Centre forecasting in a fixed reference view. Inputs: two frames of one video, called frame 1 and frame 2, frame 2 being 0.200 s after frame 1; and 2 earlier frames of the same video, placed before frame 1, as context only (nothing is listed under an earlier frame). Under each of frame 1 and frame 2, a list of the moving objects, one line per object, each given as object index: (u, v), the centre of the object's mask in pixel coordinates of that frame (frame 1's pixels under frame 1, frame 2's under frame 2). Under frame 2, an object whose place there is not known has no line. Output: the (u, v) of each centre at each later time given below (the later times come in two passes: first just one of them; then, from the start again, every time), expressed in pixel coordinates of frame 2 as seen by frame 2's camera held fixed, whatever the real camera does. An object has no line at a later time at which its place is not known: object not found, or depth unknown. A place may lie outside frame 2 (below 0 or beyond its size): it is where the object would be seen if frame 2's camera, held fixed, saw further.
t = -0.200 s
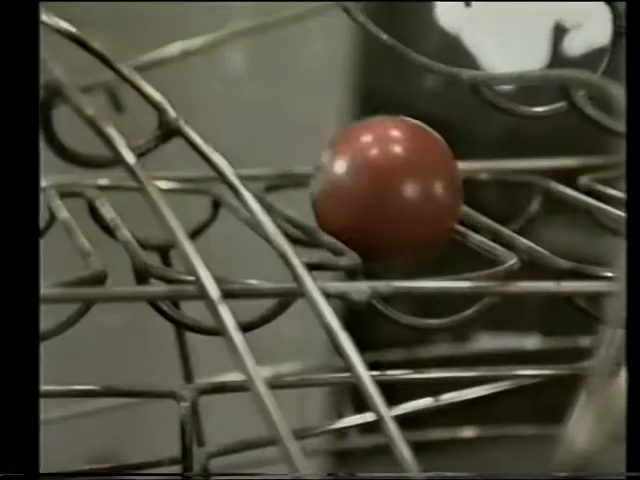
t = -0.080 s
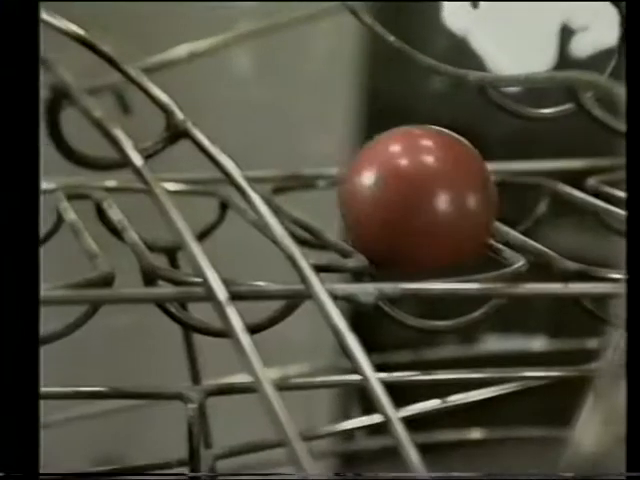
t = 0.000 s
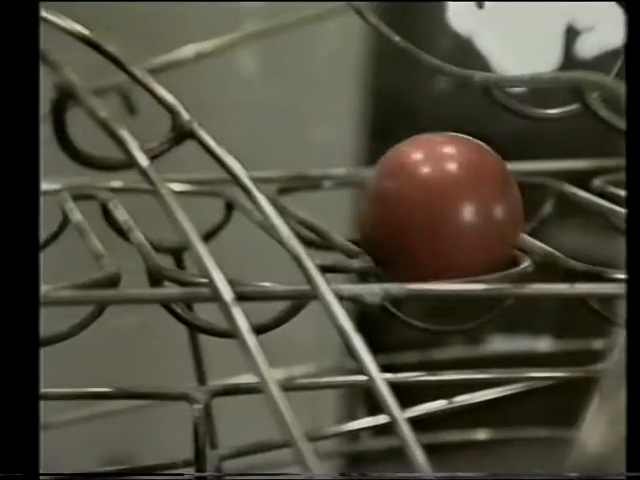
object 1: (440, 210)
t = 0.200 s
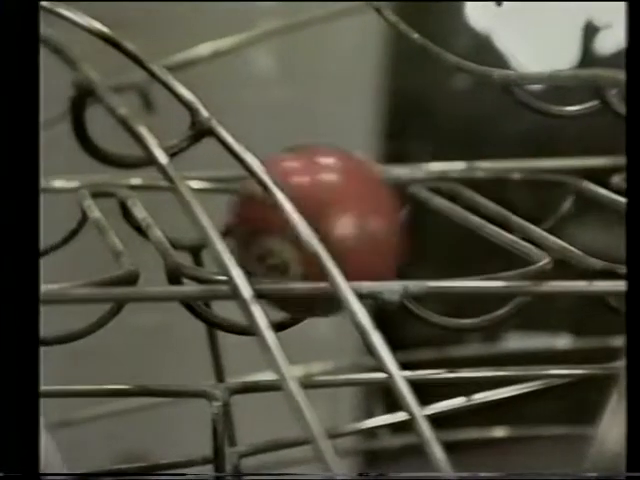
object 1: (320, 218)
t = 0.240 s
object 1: (282, 214)
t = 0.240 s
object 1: (282, 214)
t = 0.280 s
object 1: (266, 205)
